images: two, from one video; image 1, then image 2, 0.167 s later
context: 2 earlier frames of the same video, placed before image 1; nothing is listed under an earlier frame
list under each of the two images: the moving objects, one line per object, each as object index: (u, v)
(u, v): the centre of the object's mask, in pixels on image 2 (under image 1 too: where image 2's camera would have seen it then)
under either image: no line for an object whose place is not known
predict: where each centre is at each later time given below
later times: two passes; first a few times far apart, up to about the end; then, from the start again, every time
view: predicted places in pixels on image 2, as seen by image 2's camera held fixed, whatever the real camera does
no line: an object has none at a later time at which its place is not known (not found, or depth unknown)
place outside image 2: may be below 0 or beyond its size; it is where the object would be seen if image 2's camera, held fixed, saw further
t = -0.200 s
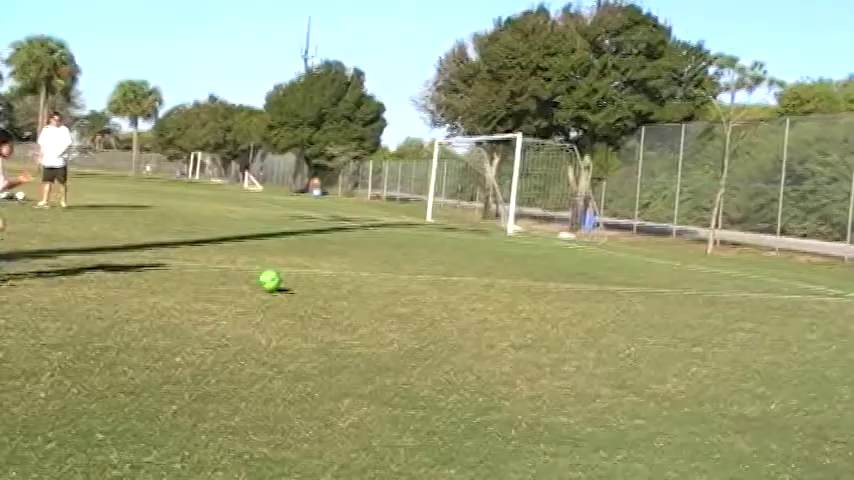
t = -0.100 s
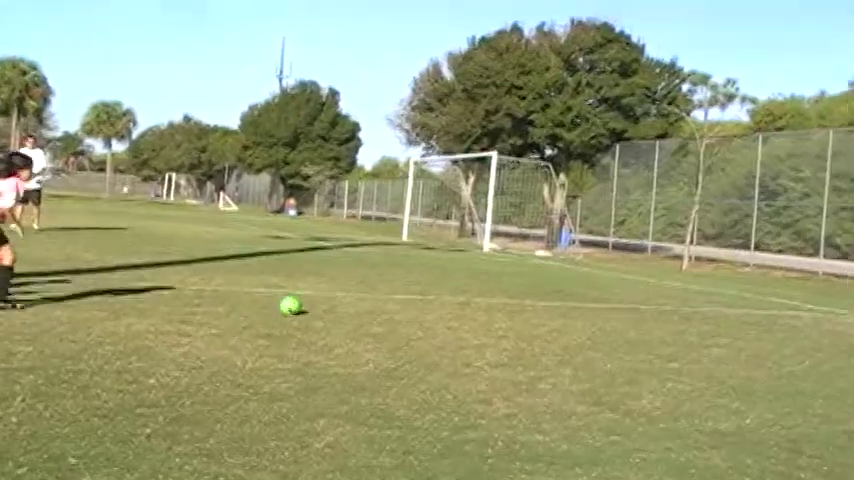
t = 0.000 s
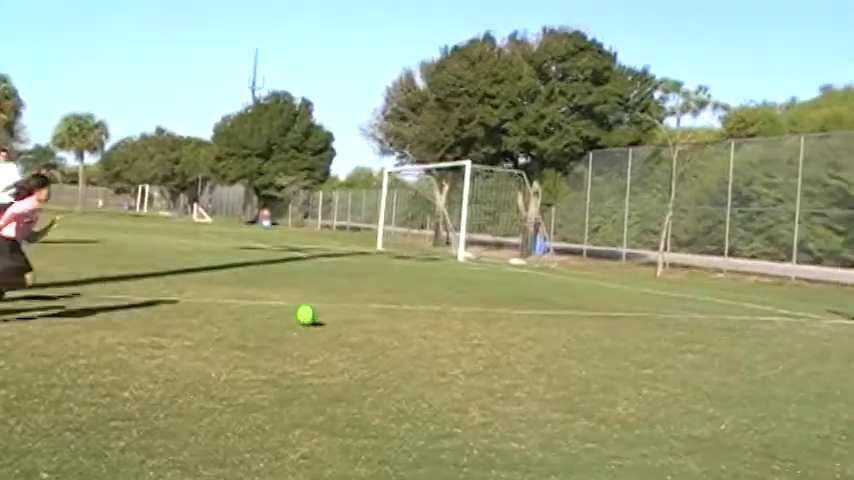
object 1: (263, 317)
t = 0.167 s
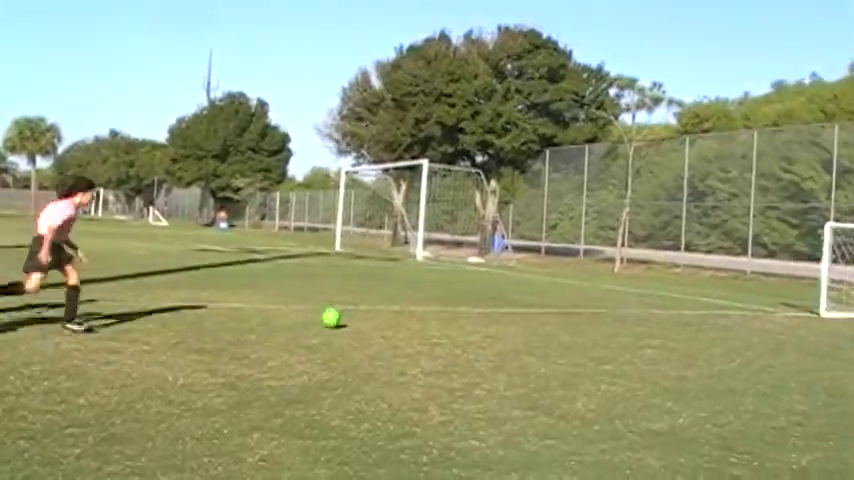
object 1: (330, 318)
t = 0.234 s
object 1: (355, 319)
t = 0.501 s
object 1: (445, 318)
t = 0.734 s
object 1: (513, 319)
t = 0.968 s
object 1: (574, 319)
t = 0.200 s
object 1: (344, 319)
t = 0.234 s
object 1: (355, 319)
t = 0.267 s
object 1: (367, 318)
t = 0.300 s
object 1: (379, 319)
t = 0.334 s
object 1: (391, 318)
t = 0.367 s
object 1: (403, 319)
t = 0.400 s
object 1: (413, 319)
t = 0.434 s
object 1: (424, 319)
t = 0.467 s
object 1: (434, 319)
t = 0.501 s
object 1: (445, 318)
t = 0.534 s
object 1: (456, 318)
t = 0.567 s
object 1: (465, 319)
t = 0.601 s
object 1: (475, 319)
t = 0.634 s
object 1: (485, 319)
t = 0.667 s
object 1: (495, 319)
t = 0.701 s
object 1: (505, 318)
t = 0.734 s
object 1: (513, 319)
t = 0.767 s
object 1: (522, 320)
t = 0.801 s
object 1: (531, 319)
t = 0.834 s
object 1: (541, 320)
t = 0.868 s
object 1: (549, 319)
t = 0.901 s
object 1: (558, 320)
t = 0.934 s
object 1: (566, 320)
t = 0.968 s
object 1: (574, 319)
